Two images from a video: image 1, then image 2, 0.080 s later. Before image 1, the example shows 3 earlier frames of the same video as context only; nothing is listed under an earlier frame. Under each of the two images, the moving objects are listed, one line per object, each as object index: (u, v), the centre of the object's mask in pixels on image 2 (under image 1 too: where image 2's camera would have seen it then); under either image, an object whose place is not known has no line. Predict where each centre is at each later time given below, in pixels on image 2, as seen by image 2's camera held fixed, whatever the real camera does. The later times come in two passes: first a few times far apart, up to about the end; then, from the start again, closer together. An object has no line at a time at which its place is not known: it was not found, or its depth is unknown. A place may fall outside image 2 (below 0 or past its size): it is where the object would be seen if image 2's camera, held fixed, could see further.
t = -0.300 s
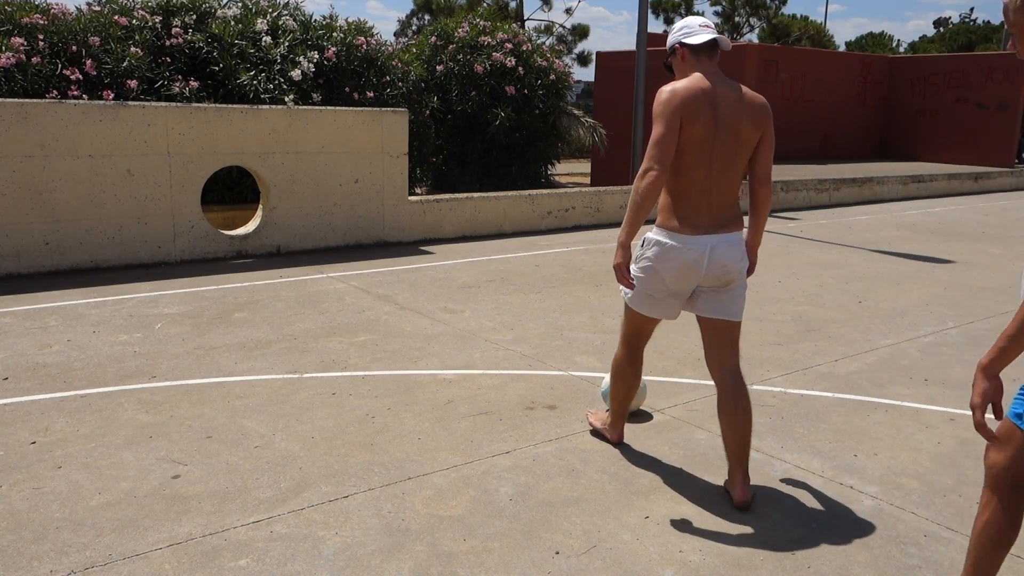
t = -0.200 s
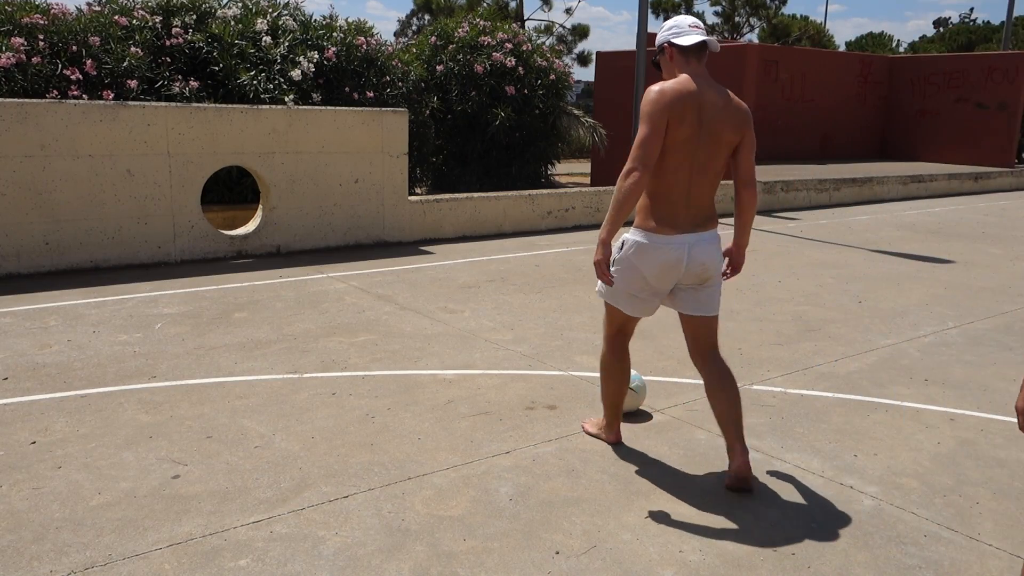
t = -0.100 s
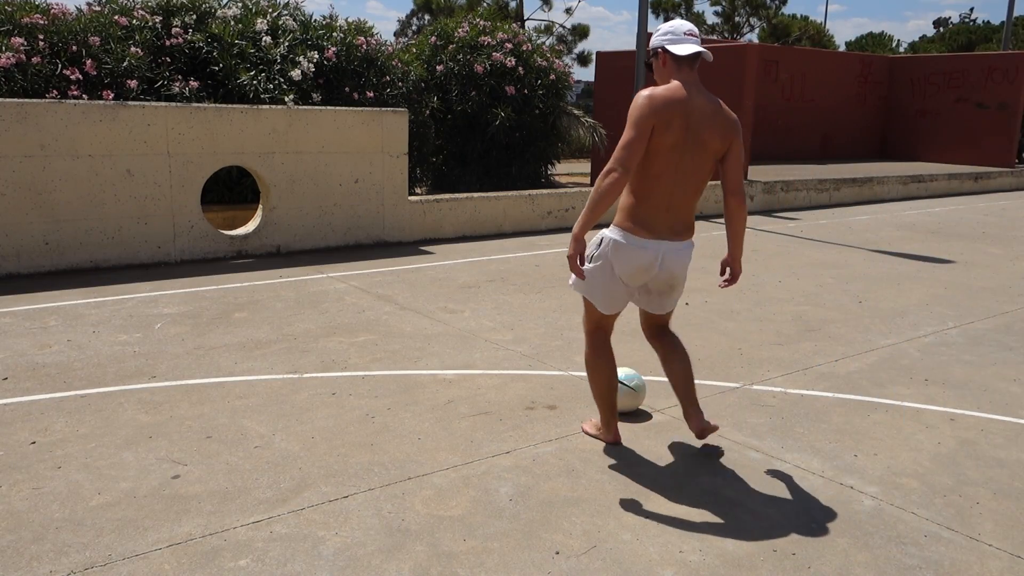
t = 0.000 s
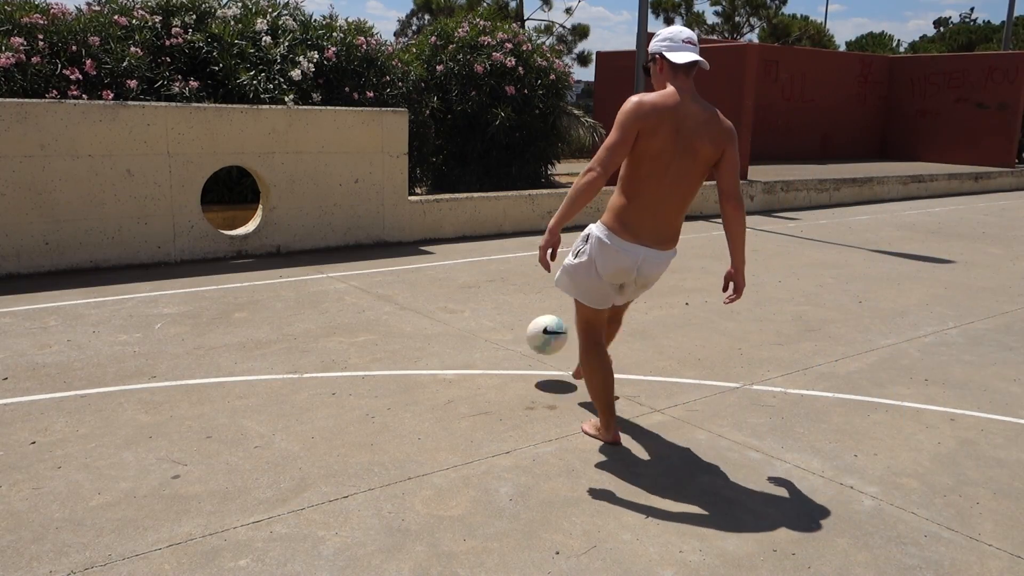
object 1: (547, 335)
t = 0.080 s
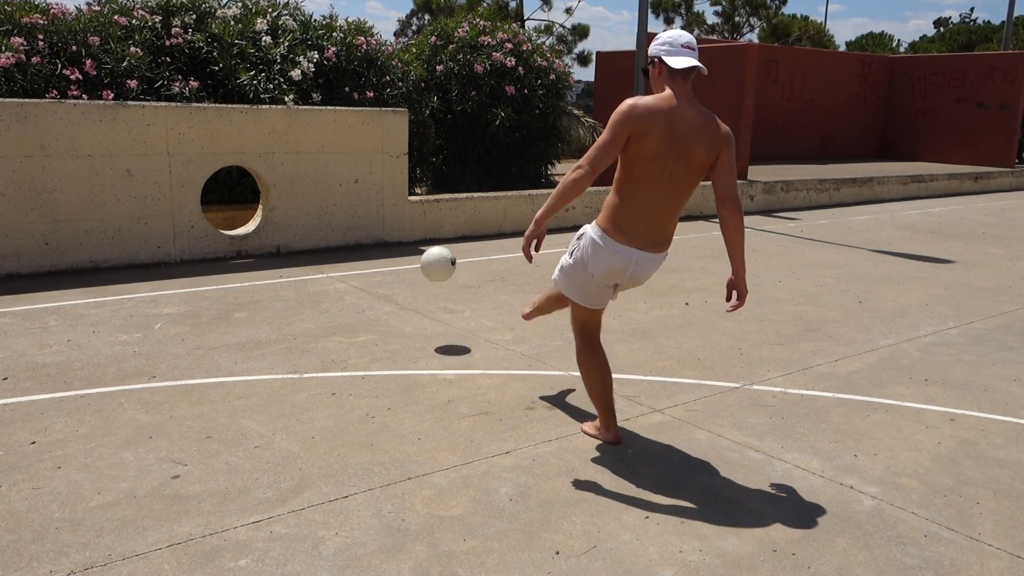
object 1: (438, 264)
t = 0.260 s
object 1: (270, 183)
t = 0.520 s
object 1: (272, 208)
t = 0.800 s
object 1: (414, 294)
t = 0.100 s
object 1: (415, 250)
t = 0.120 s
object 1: (393, 238)
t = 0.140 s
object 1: (372, 227)
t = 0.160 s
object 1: (353, 217)
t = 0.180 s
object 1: (335, 209)
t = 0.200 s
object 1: (317, 201)
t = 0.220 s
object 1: (301, 194)
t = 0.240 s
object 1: (285, 188)
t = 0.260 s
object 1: (270, 183)
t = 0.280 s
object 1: (256, 179)
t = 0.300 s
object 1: (242, 175)
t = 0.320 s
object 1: (229, 172)
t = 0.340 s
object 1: (217, 169)
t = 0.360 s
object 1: (210, 168)
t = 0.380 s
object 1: (216, 171)
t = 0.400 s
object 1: (223, 174)
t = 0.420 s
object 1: (231, 178)
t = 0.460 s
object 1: (246, 188)
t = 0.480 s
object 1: (254, 194)
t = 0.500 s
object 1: (263, 200)
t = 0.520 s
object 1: (272, 208)
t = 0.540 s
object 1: (282, 216)
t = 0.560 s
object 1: (291, 225)
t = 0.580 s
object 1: (302, 235)
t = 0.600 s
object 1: (313, 246)
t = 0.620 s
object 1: (323, 257)
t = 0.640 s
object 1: (335, 270)
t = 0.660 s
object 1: (347, 284)
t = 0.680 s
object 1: (360, 299)
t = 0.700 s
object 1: (373, 316)
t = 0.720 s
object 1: (382, 319)
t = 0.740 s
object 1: (390, 312)
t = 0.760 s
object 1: (398, 305)
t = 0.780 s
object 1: (406, 299)
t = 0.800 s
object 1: (414, 294)
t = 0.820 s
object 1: (423, 288)
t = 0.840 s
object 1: (431, 283)
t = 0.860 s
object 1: (441, 280)
